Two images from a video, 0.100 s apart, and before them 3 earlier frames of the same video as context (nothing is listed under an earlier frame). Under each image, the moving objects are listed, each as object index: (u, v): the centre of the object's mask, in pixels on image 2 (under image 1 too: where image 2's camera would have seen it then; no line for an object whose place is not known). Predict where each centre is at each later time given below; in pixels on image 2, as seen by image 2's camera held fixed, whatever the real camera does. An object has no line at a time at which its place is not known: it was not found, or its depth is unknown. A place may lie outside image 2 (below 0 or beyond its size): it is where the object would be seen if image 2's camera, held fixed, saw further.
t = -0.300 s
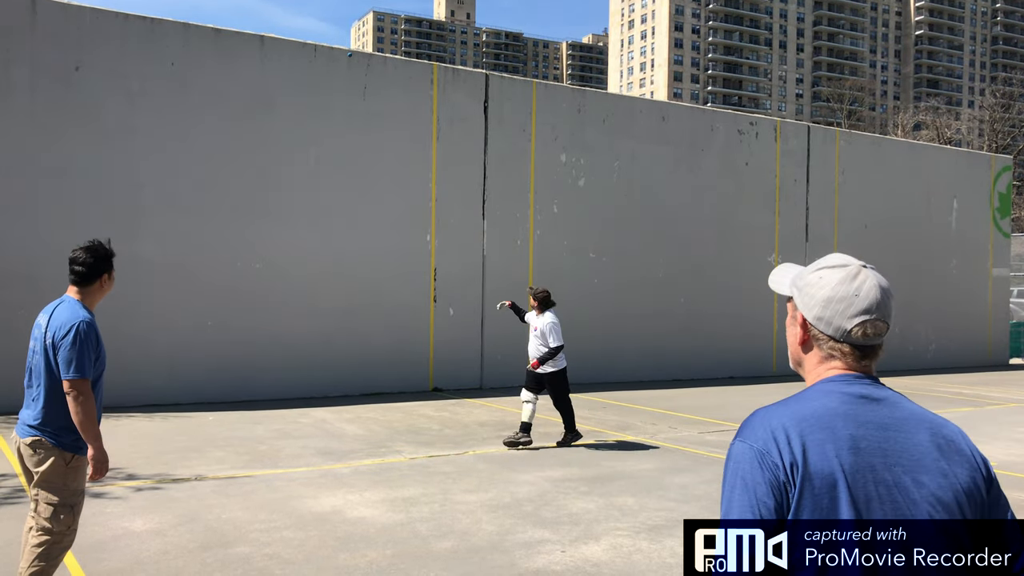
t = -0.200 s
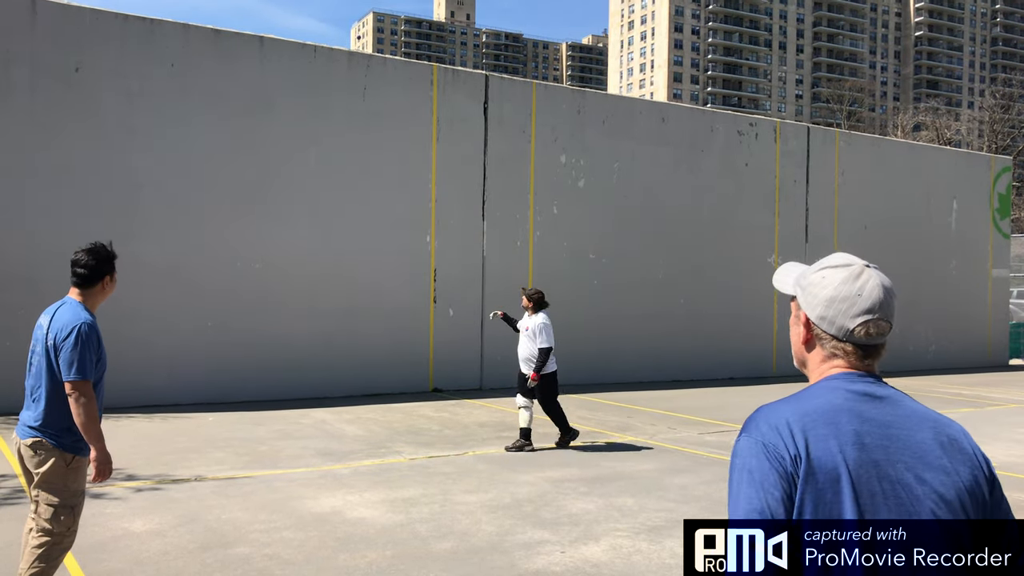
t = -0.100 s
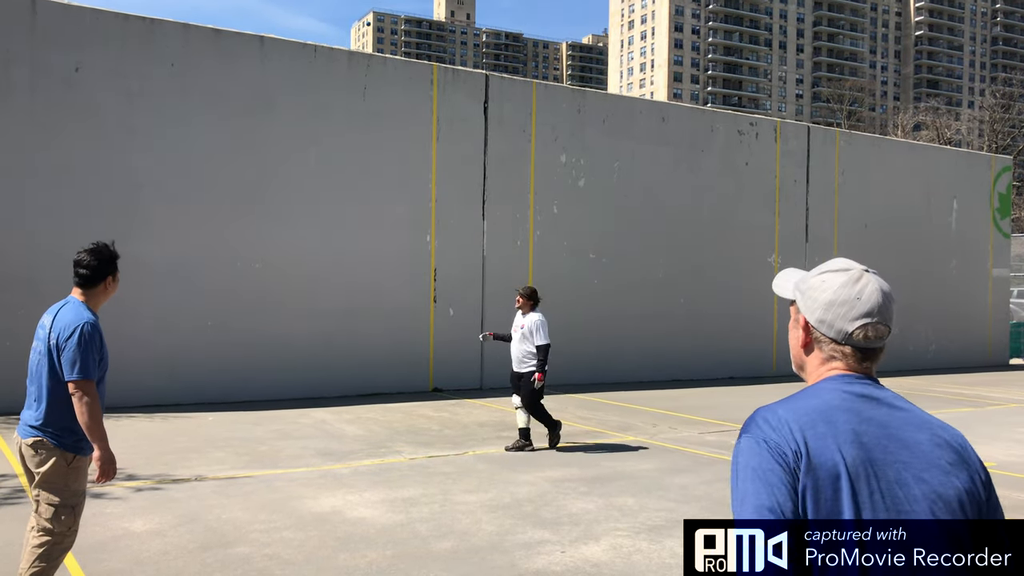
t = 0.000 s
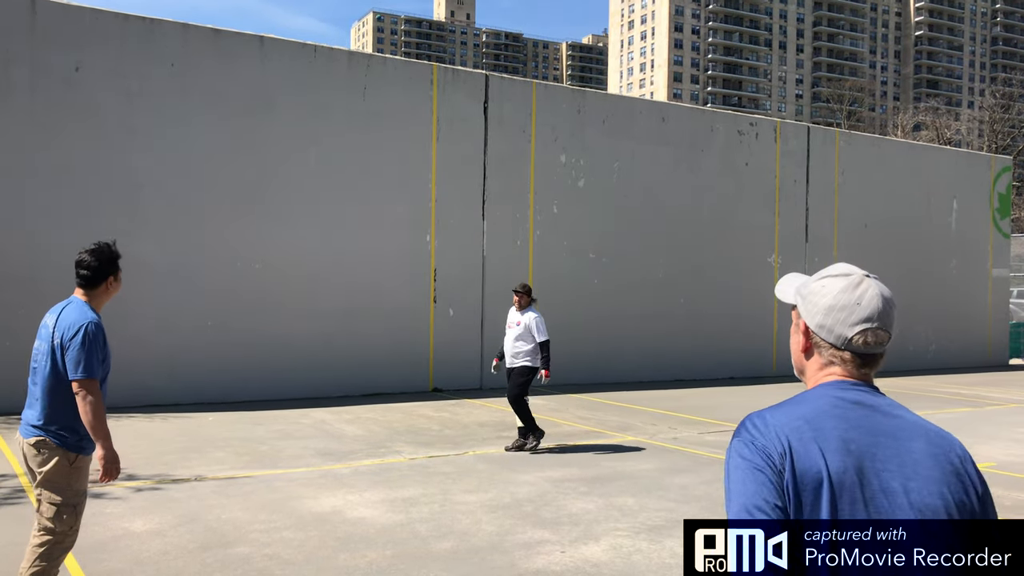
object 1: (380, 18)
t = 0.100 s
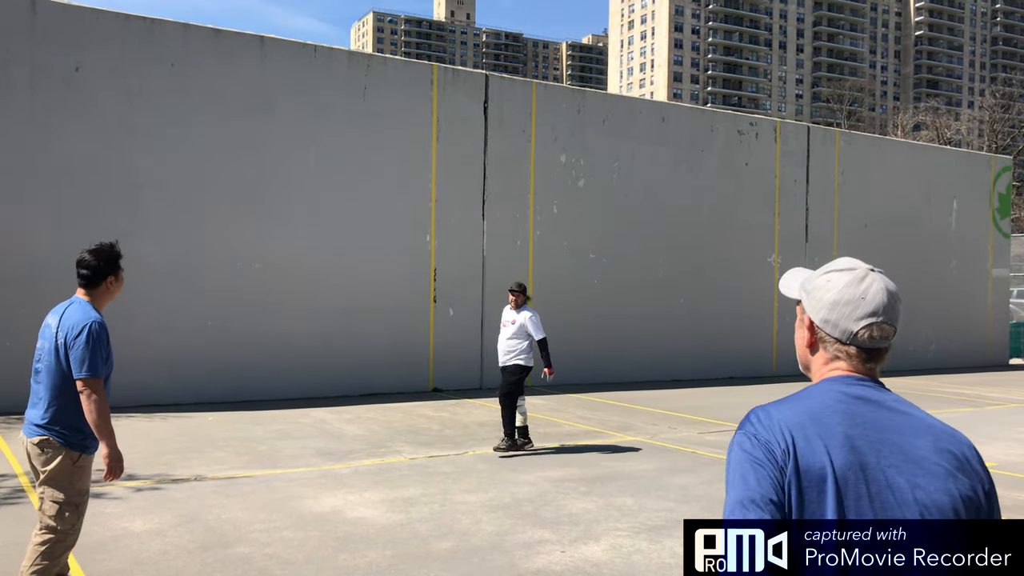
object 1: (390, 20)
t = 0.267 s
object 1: (412, 53)
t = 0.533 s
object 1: (466, 233)
